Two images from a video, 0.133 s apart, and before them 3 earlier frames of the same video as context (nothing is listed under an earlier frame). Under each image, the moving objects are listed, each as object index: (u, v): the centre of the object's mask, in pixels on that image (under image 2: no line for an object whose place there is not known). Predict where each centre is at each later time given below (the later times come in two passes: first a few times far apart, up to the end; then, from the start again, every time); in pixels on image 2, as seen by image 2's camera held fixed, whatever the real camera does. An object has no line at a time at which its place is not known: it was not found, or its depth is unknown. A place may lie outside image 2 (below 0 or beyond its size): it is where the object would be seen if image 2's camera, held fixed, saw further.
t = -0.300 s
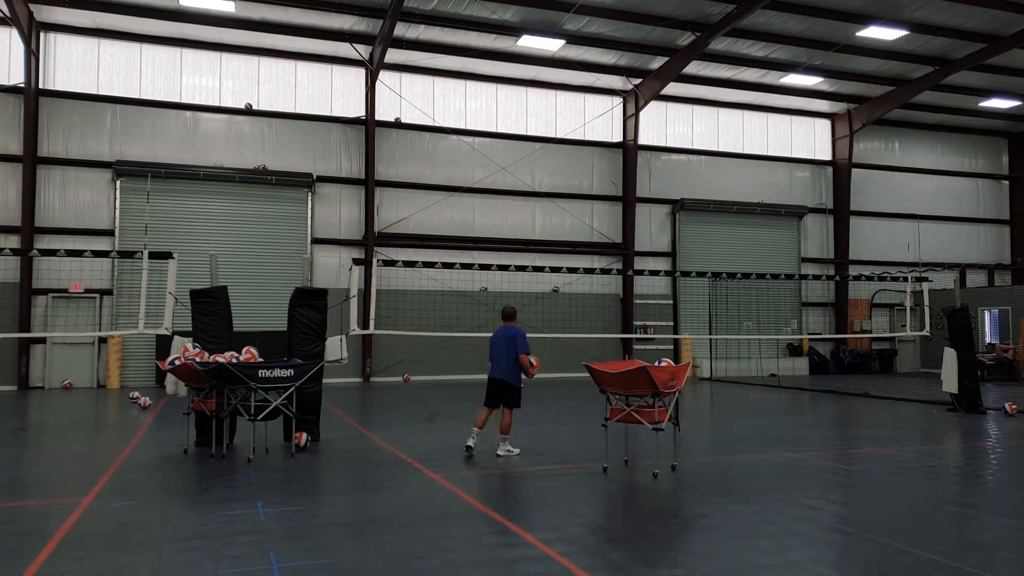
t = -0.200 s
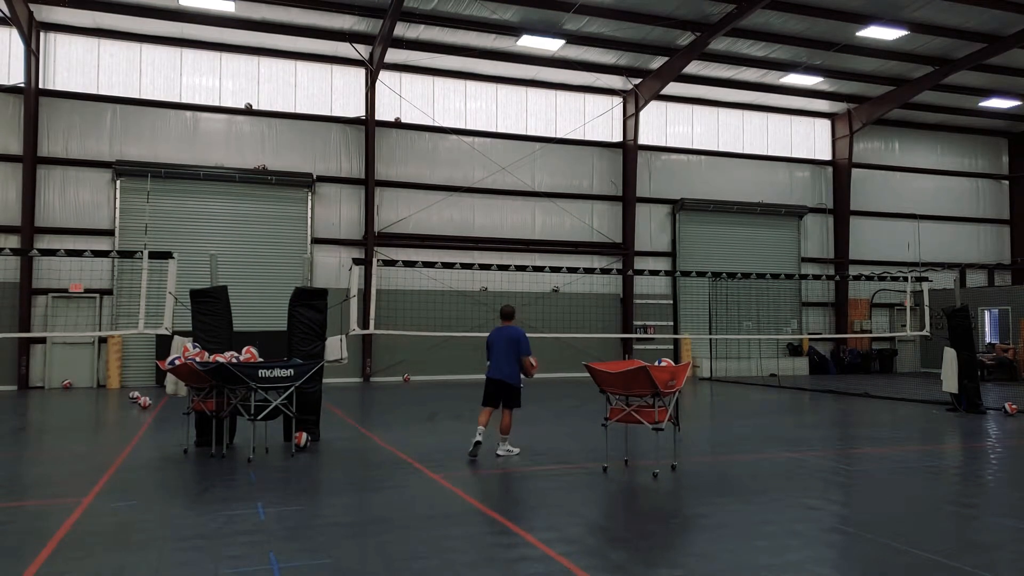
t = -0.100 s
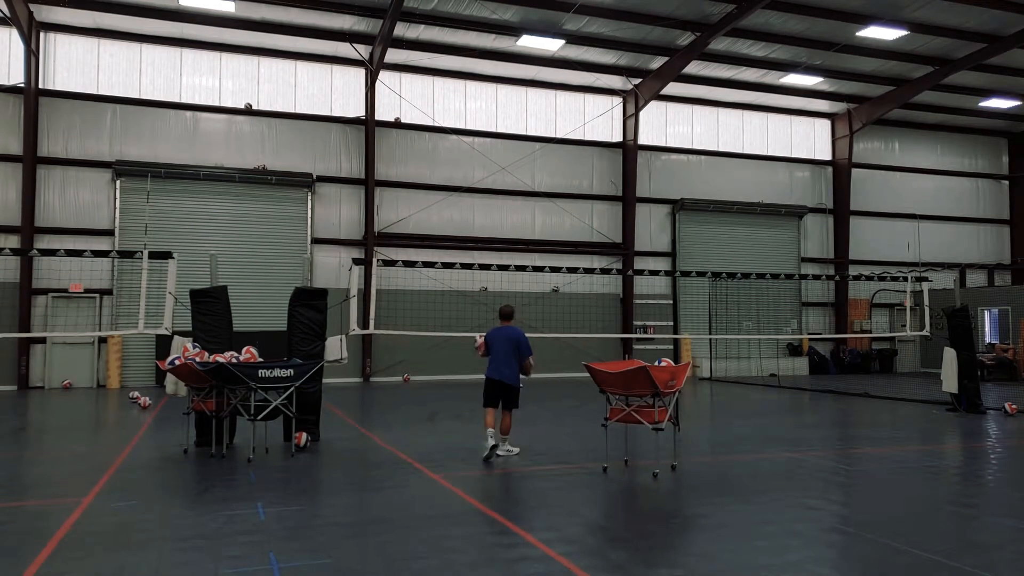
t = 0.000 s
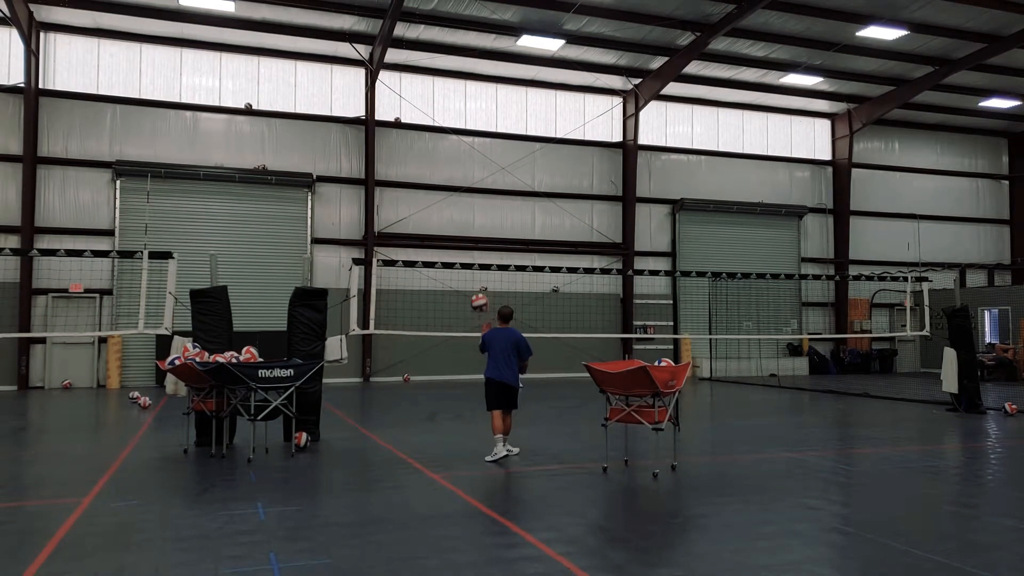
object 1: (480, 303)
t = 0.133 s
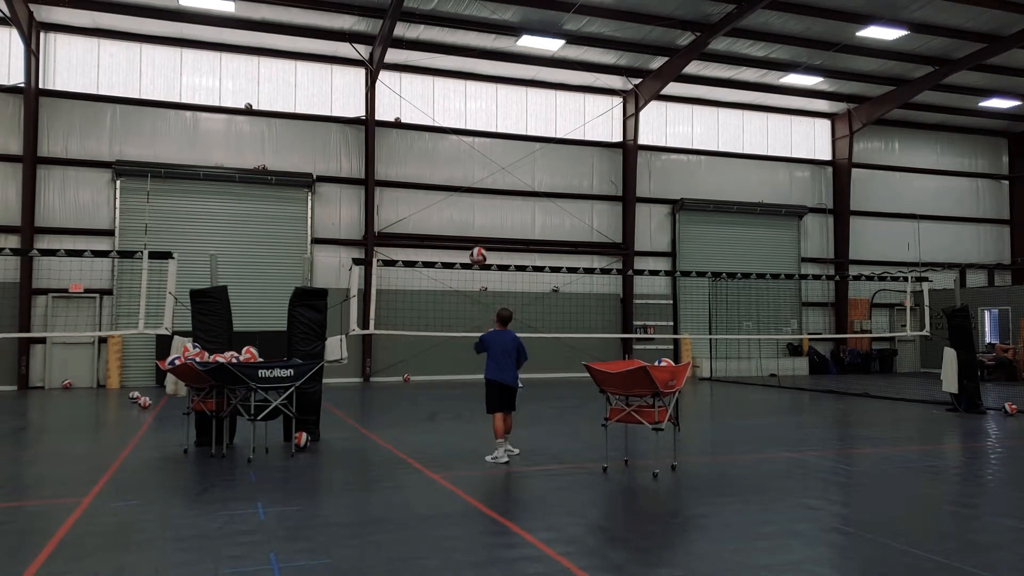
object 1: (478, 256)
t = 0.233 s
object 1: (477, 231)
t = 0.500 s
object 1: (475, 203)
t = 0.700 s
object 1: (473, 222)
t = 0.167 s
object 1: (478, 246)
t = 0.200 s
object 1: (477, 239)
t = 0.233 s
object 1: (477, 231)
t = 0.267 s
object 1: (477, 224)
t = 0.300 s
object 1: (477, 219)
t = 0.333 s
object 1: (476, 214)
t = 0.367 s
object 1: (476, 210)
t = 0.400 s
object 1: (476, 207)
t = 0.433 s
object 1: (476, 205)
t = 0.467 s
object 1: (475, 204)
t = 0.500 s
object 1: (475, 203)
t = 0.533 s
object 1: (475, 204)
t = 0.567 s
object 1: (475, 206)
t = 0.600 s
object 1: (474, 209)
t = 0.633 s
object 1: (474, 212)
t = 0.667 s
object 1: (474, 217)
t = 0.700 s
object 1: (473, 222)
